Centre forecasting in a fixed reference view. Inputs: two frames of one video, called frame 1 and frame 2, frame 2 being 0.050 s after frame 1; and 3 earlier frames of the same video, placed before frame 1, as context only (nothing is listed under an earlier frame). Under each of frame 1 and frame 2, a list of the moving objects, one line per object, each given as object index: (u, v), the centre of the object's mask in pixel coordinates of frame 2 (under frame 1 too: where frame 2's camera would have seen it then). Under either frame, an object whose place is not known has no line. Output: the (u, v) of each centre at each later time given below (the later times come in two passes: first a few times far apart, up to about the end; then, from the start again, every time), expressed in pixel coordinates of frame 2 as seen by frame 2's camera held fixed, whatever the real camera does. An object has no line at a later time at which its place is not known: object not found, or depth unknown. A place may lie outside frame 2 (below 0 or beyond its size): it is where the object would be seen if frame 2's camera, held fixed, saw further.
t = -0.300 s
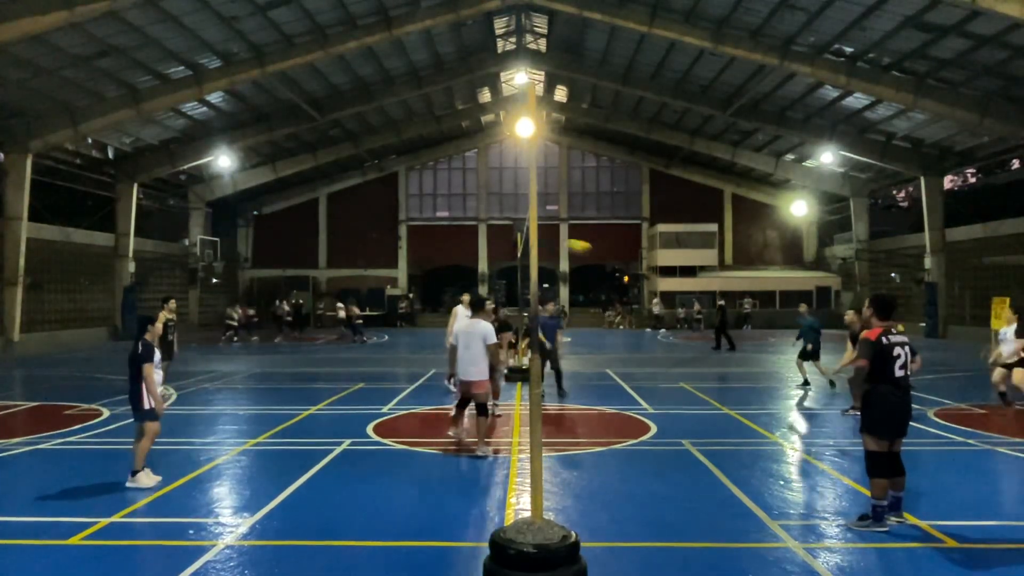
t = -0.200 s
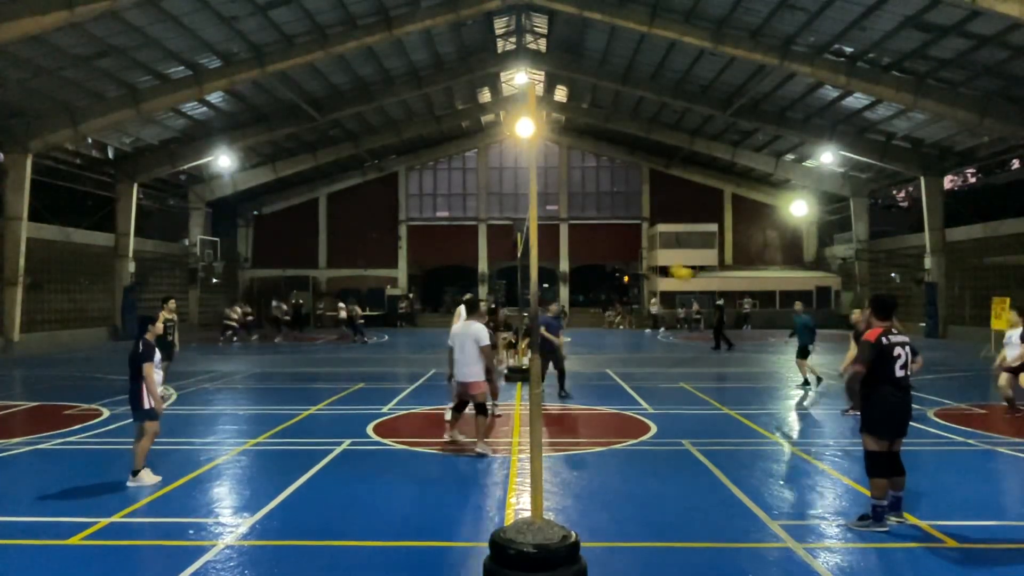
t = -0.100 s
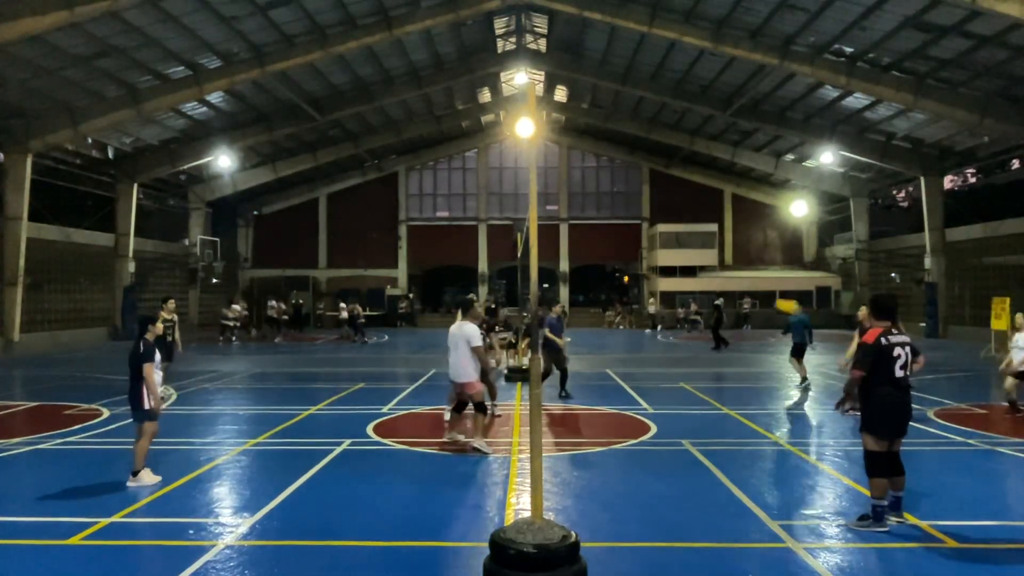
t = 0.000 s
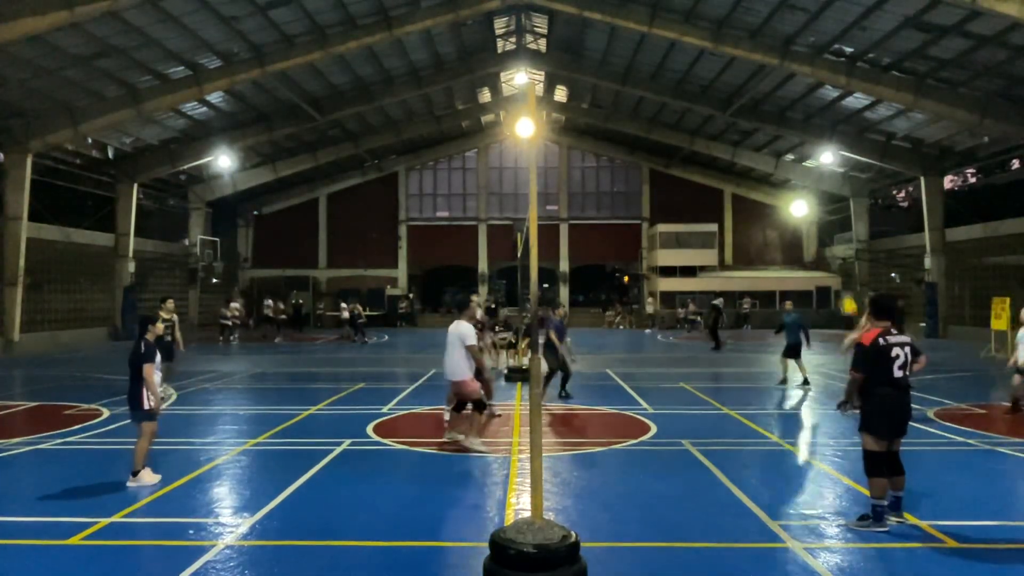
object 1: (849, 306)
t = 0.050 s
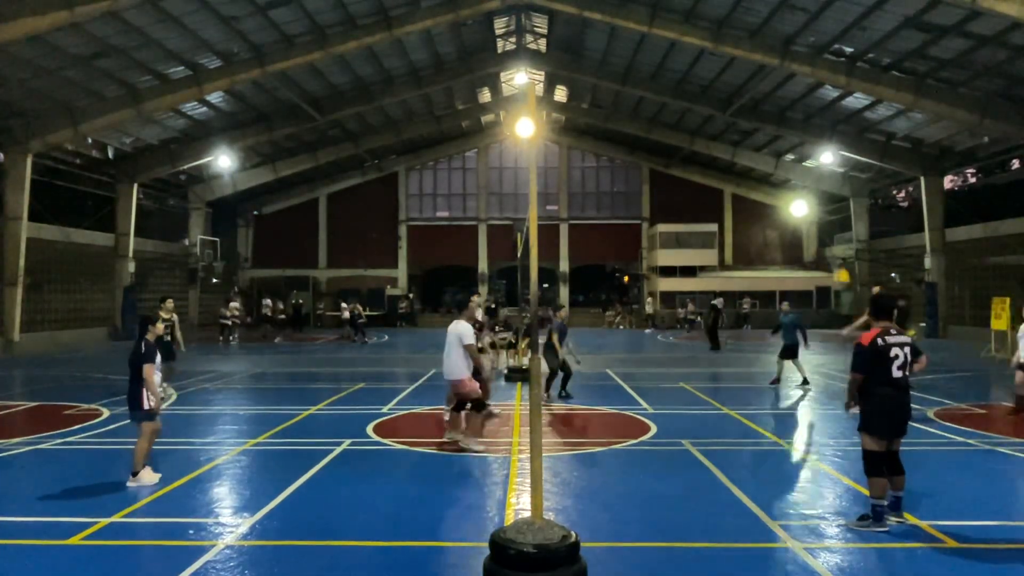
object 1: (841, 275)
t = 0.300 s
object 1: (803, 161)
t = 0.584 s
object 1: (770, 92)
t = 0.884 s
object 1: (735, 81)
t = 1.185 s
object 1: (703, 128)
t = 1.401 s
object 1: (680, 196)
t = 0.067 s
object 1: (838, 267)
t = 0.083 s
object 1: (836, 260)
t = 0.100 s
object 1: (833, 249)
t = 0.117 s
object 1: (830, 241)
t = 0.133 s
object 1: (827, 232)
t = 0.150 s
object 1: (826, 224)
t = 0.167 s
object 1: (825, 216)
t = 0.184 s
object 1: (820, 209)
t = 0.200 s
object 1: (819, 203)
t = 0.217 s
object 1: (817, 194)
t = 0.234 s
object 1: (814, 187)
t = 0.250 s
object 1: (812, 180)
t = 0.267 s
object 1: (810, 172)
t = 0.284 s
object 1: (806, 166)
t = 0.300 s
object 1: (803, 161)
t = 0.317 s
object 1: (802, 154)
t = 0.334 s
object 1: (800, 148)
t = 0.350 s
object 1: (798, 143)
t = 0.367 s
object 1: (796, 138)
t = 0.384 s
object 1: (794, 134)
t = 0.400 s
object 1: (792, 129)
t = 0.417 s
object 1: (790, 126)
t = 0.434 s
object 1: (788, 121)
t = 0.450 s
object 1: (786, 117)
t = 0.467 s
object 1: (784, 113)
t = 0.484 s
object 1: (782, 110)
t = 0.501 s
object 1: (779, 106)
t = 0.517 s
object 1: (777, 102)
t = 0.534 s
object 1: (775, 99)
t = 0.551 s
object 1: (774, 97)
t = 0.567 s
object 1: (771, 94)
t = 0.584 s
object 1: (770, 92)
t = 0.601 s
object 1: (767, 89)
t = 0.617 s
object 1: (766, 87)
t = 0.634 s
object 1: (764, 85)
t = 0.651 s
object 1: (762, 84)
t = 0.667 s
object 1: (760, 82)
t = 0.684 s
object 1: (758, 81)
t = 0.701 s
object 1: (755, 80)
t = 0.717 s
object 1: (754, 79)
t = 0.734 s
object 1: (752, 79)
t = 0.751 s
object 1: (750, 78)
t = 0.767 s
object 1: (749, 78)
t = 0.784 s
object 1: (746, 77)
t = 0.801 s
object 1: (744, 77)
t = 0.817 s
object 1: (742, 77)
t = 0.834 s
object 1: (740, 78)
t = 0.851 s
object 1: (739, 78)
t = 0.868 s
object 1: (737, 79)
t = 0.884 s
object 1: (735, 81)
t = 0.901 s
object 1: (733, 81)
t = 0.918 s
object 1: (731, 83)
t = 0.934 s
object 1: (729, 84)
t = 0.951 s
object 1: (727, 86)
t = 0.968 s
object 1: (726, 88)
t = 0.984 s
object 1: (724, 90)
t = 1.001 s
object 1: (722, 92)
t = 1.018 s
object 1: (721, 94)
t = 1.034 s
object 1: (719, 97)
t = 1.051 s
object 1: (717, 100)
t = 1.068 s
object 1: (715, 102)
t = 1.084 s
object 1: (714, 106)
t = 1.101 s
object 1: (712, 109)
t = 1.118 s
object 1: (709, 112)
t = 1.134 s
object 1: (708, 116)
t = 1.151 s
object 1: (706, 120)
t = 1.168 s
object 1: (705, 124)
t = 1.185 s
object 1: (703, 128)
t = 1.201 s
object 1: (701, 132)
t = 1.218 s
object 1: (699, 137)
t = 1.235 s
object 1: (698, 141)
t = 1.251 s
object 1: (696, 146)
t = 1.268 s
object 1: (693, 151)
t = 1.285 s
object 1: (692, 156)
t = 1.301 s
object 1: (691, 161)
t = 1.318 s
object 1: (689, 167)
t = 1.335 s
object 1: (687, 172)
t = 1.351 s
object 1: (686, 178)
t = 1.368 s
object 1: (684, 183)
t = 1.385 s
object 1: (682, 190)
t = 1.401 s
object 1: (680, 196)
